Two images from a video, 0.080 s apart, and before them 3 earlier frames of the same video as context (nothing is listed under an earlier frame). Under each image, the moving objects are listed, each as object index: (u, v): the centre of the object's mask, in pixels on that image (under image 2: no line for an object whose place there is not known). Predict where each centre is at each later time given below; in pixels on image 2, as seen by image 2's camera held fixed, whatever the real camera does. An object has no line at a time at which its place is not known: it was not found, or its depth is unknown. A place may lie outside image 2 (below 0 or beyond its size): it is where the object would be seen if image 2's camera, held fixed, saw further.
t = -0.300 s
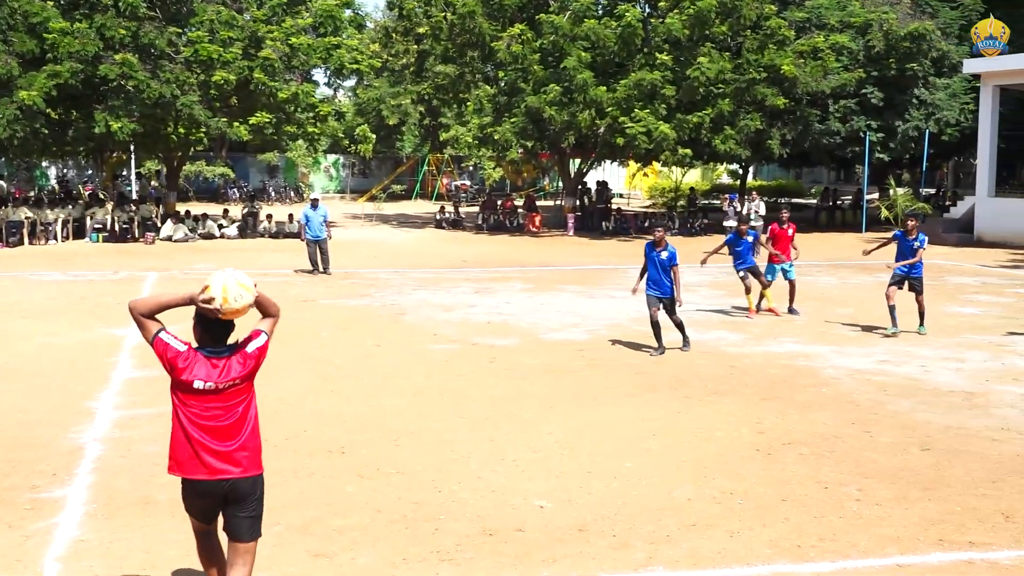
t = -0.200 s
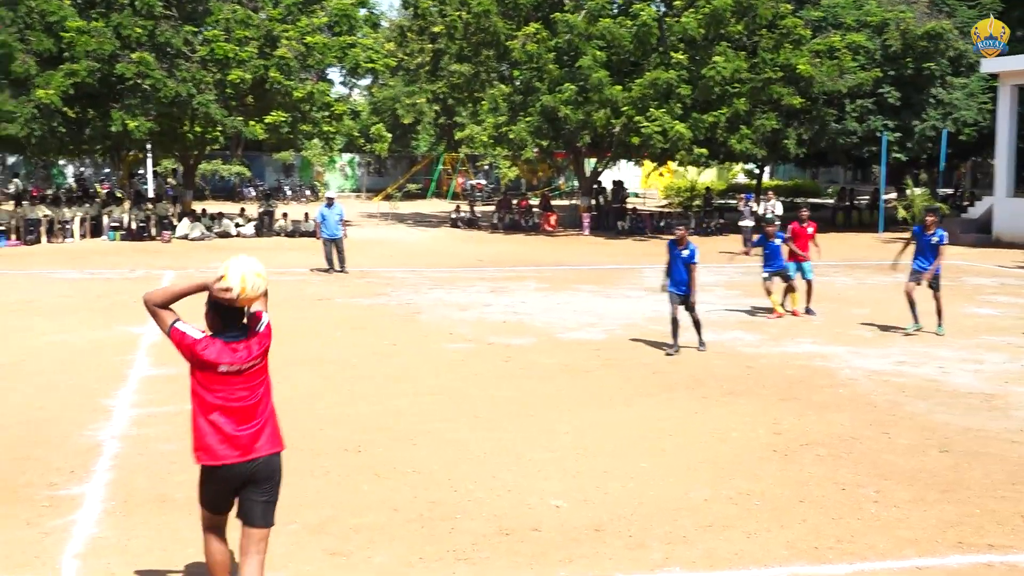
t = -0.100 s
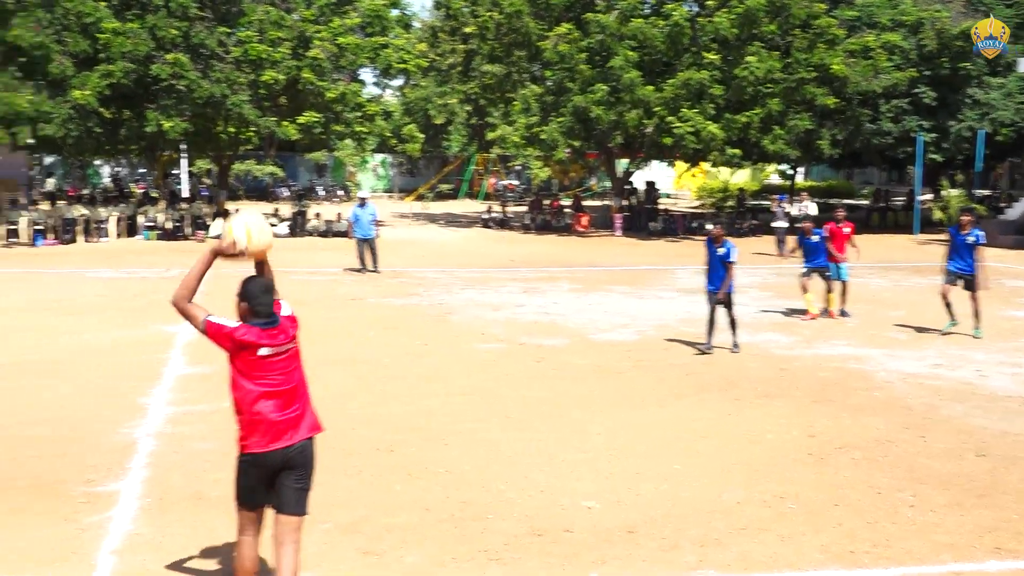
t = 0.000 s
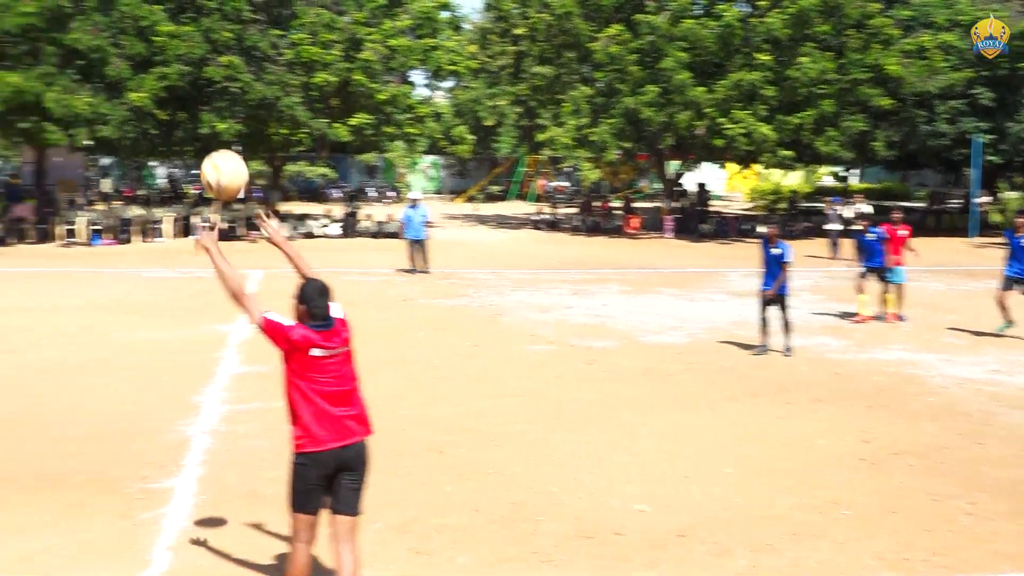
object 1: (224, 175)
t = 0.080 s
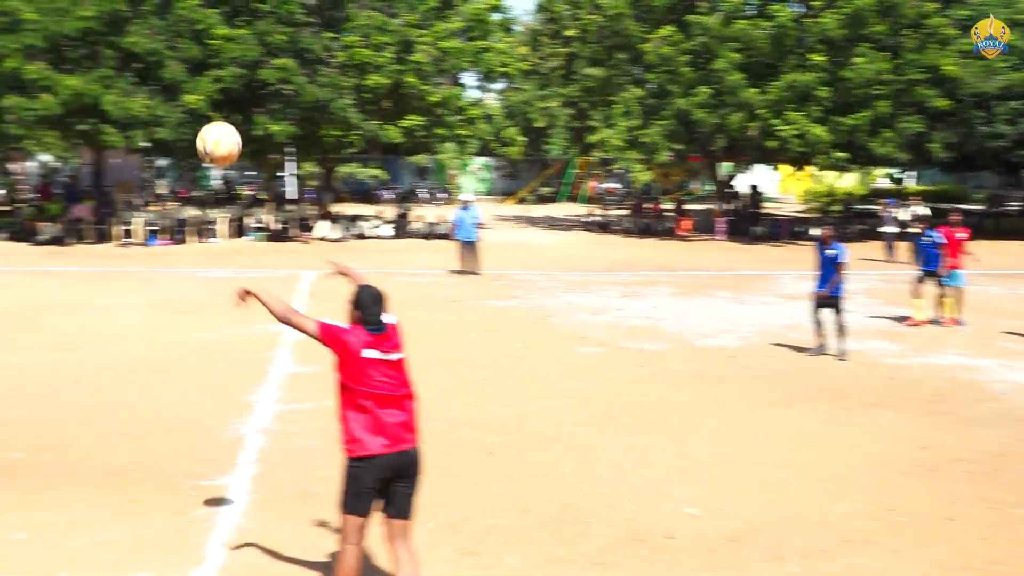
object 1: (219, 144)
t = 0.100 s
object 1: (206, 139)
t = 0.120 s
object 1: (194, 134)
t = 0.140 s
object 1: (182, 131)
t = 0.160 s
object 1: (172, 128)
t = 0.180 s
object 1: (162, 126)
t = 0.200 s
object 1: (151, 125)
